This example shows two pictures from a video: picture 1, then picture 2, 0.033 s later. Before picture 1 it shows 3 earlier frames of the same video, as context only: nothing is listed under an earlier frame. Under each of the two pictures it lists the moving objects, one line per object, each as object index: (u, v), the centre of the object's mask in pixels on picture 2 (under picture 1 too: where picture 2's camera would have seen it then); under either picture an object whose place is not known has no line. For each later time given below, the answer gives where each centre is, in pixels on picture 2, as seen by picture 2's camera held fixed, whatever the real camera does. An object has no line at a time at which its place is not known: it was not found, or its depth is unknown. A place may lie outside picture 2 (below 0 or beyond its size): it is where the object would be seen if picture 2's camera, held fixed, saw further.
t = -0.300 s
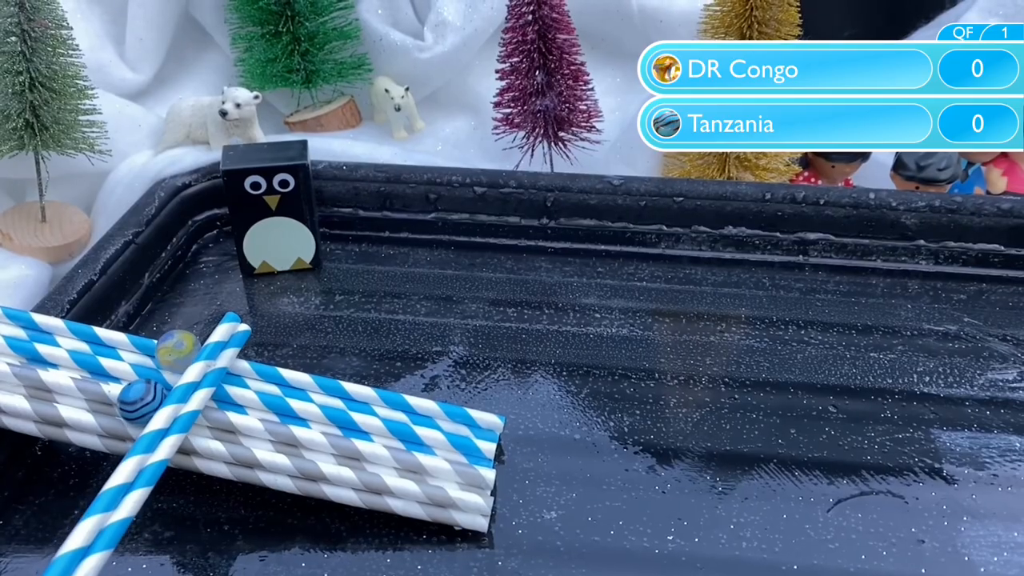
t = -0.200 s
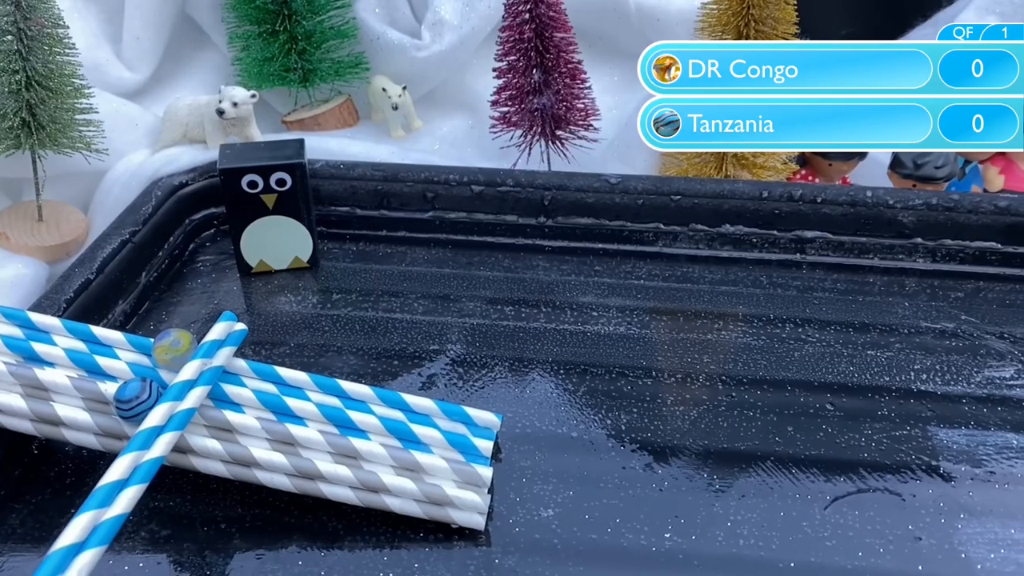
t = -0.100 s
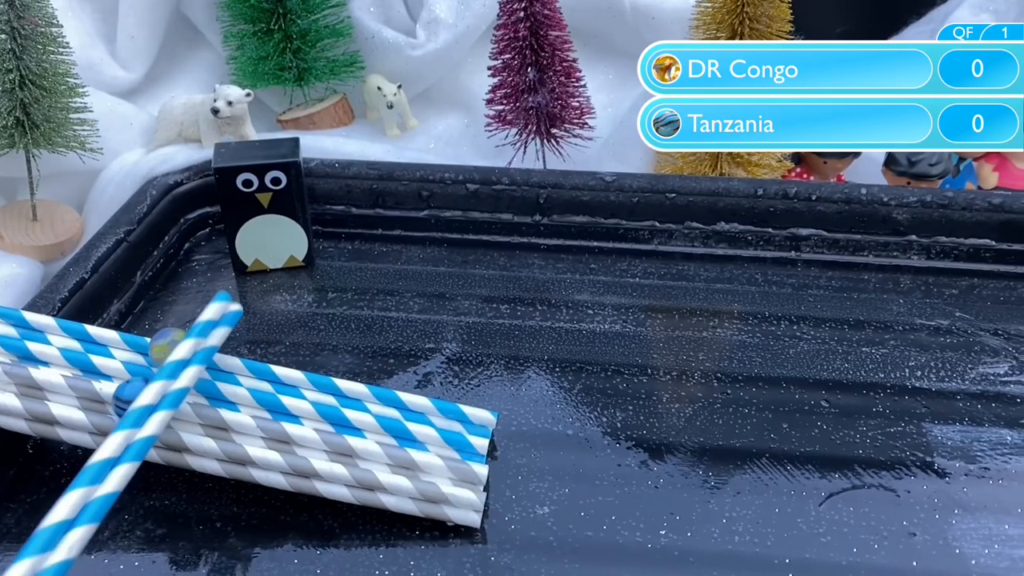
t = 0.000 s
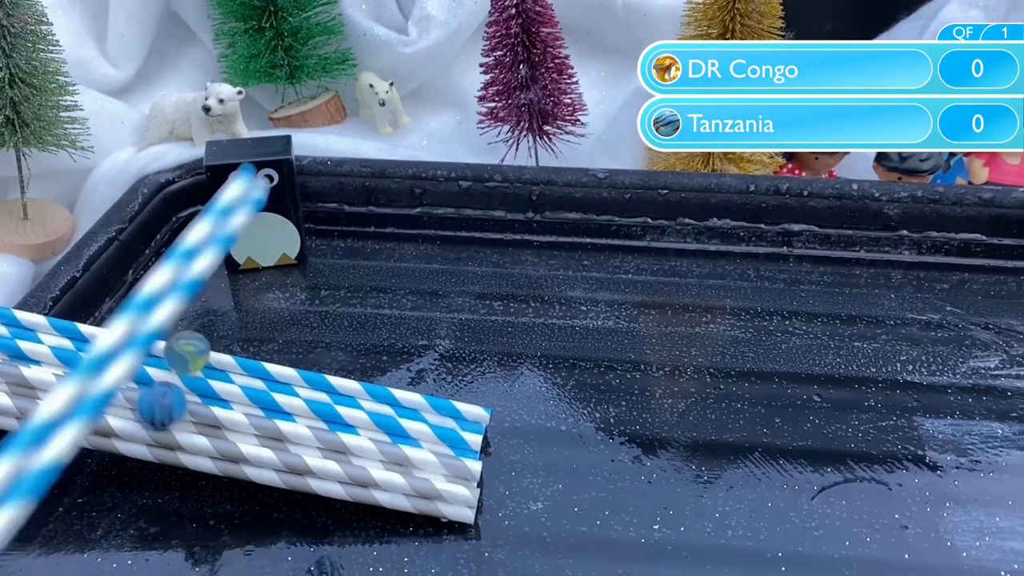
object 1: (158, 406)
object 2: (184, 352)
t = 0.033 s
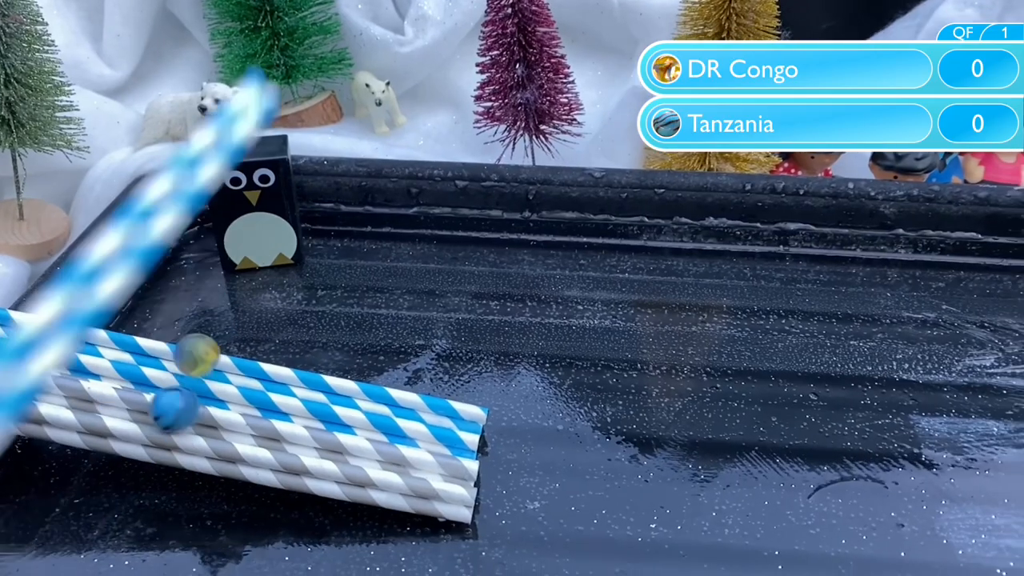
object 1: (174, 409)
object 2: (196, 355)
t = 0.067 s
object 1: (195, 412)
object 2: (212, 357)
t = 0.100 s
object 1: (217, 417)
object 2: (231, 361)
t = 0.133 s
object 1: (242, 422)
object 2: (252, 365)
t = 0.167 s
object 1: (272, 428)
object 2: (276, 371)
